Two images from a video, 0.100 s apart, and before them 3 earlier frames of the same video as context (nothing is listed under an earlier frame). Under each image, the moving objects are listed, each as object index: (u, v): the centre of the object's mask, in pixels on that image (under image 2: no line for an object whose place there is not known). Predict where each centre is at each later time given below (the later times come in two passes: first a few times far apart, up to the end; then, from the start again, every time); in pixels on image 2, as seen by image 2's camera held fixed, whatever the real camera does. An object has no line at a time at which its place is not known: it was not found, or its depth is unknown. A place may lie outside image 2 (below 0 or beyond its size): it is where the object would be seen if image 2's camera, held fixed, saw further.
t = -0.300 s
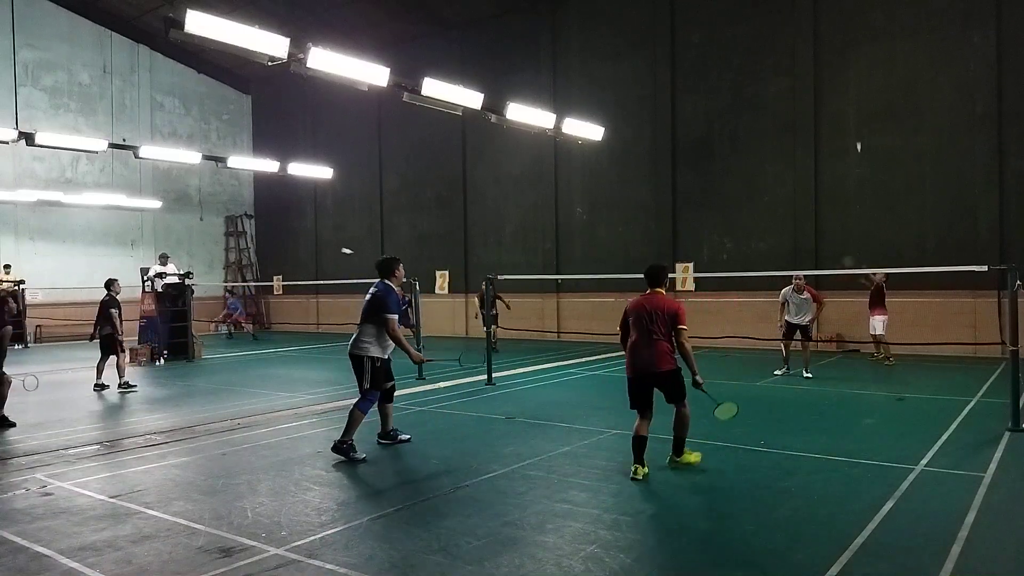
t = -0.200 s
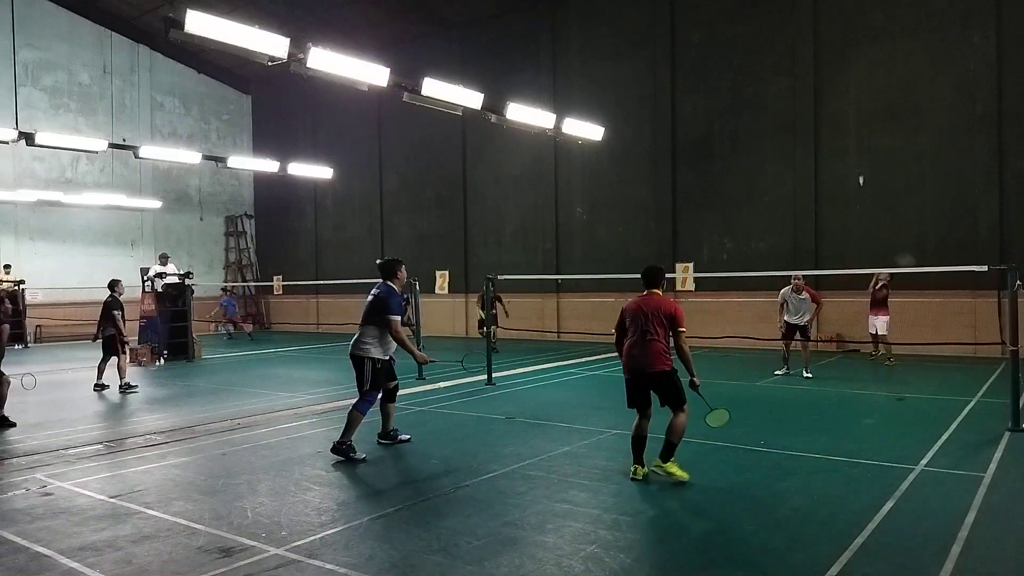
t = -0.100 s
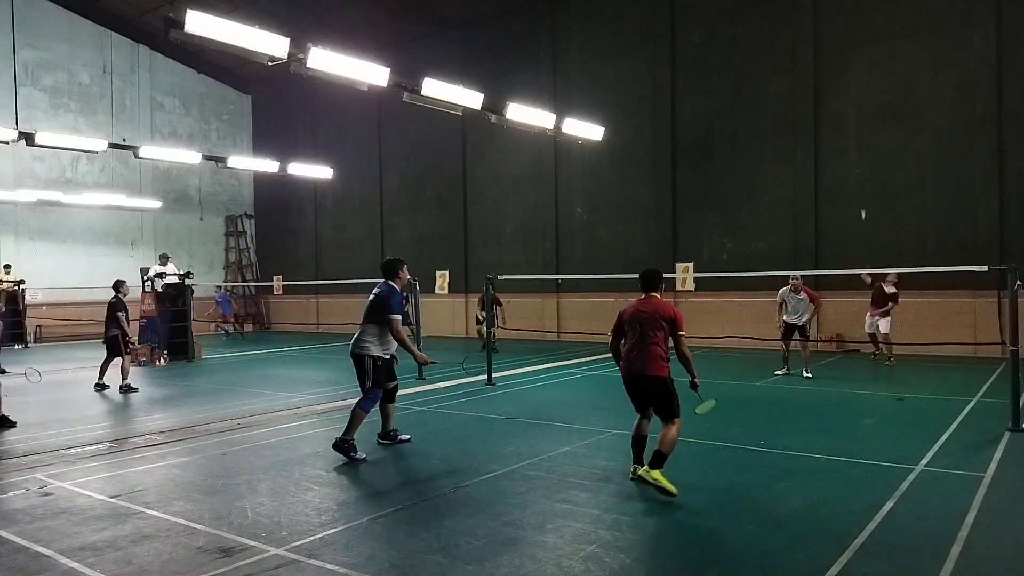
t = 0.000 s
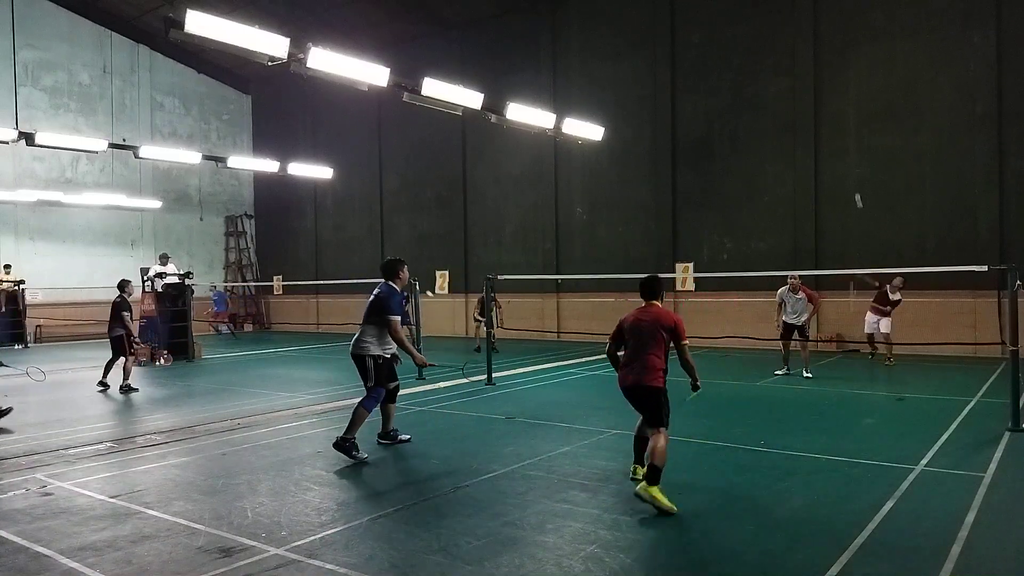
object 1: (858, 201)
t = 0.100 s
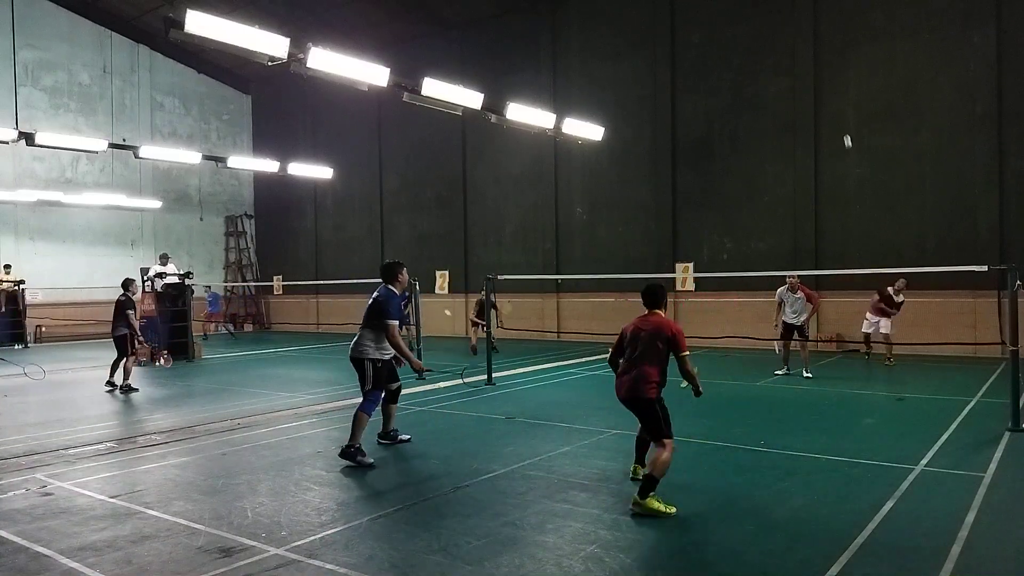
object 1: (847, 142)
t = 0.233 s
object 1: (836, 86)
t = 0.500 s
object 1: (808, 35)
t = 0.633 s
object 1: (792, 42)
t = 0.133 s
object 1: (844, 126)
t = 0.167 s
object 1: (842, 112)
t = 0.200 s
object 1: (839, 98)
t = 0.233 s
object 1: (836, 86)
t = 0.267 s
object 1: (833, 75)
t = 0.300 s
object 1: (829, 66)
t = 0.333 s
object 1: (826, 58)
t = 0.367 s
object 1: (822, 51)
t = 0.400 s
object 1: (819, 45)
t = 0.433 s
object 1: (815, 41)
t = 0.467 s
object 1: (812, 37)
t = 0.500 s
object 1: (808, 35)
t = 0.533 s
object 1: (805, 34)
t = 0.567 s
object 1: (801, 36)
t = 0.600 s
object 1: (796, 38)
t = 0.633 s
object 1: (792, 42)
